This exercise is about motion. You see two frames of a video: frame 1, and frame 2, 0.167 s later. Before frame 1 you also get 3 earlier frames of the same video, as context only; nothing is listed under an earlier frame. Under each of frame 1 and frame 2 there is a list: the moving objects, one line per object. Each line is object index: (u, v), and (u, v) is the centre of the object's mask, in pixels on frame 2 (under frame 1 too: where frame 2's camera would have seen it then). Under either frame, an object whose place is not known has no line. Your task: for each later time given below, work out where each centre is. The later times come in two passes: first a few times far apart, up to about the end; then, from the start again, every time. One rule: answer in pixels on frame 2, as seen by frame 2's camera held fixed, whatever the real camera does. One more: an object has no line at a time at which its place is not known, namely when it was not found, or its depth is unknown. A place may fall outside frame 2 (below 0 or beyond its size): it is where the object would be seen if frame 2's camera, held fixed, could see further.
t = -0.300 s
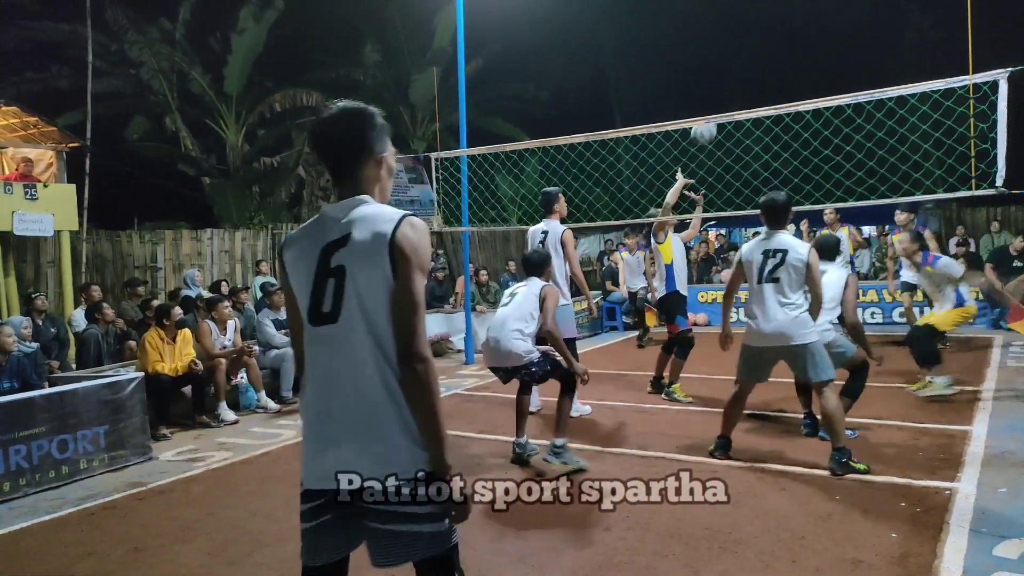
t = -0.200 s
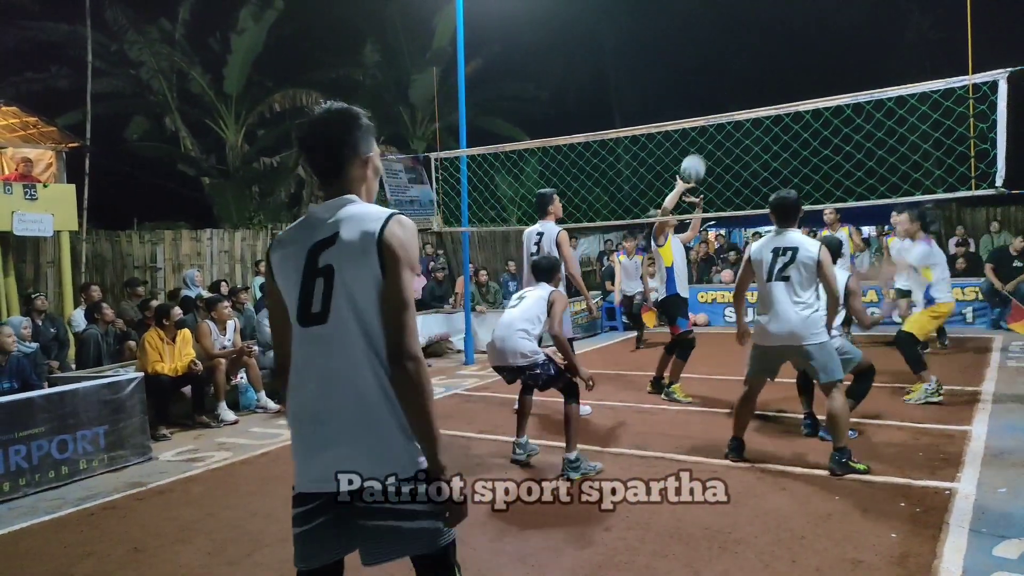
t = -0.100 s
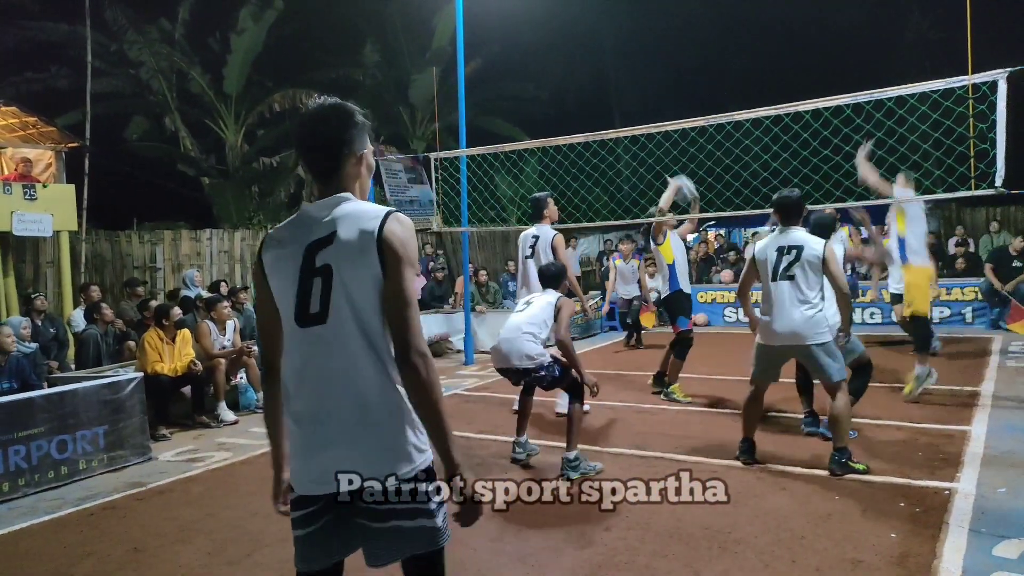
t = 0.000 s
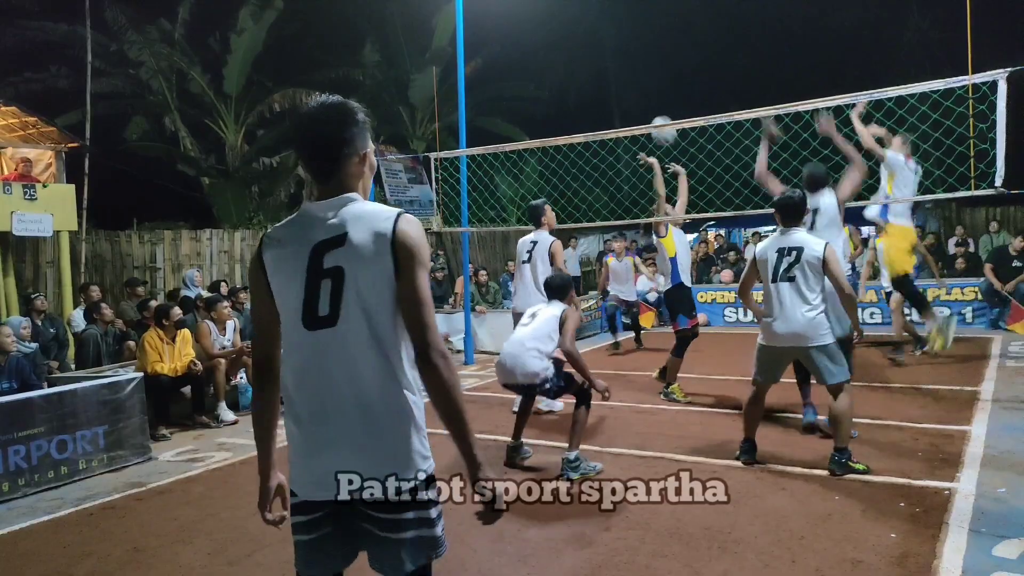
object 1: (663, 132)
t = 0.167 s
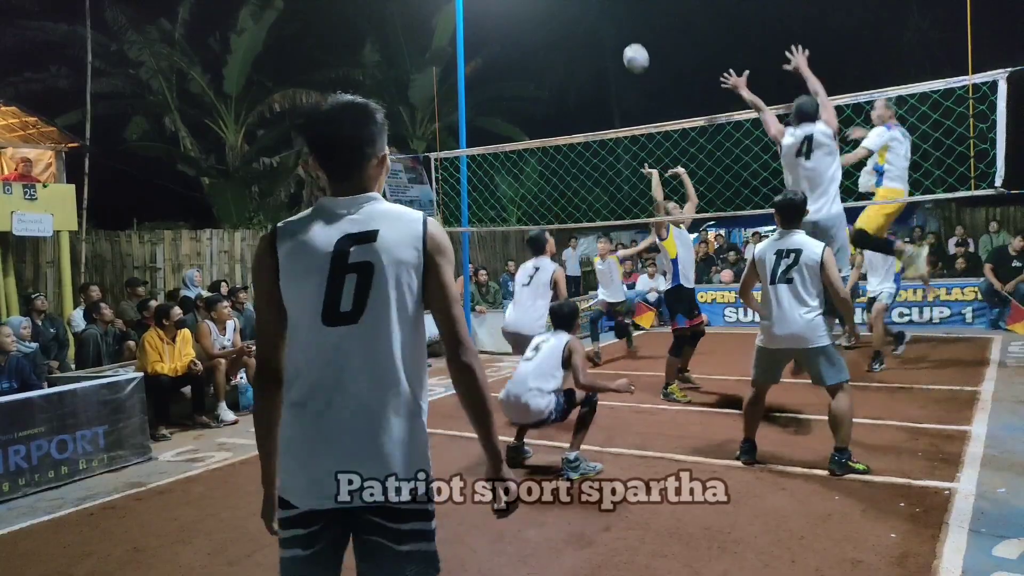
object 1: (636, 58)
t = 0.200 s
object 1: (631, 47)
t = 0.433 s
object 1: (601, 10)
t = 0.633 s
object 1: (582, 22)
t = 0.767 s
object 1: (571, 52)
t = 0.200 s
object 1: (631, 47)
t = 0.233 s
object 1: (626, 38)
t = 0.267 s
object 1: (622, 30)
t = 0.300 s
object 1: (617, 23)
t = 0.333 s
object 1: (613, 18)
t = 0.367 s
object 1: (609, 14)
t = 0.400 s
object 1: (605, 11)
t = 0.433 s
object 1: (601, 10)
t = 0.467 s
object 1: (598, 10)
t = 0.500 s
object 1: (594, 10)
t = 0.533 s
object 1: (591, 11)
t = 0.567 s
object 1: (588, 13)
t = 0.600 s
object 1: (585, 17)
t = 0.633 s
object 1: (582, 22)
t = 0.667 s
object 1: (579, 28)
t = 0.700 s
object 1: (576, 35)
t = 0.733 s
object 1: (574, 43)
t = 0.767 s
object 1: (571, 52)
